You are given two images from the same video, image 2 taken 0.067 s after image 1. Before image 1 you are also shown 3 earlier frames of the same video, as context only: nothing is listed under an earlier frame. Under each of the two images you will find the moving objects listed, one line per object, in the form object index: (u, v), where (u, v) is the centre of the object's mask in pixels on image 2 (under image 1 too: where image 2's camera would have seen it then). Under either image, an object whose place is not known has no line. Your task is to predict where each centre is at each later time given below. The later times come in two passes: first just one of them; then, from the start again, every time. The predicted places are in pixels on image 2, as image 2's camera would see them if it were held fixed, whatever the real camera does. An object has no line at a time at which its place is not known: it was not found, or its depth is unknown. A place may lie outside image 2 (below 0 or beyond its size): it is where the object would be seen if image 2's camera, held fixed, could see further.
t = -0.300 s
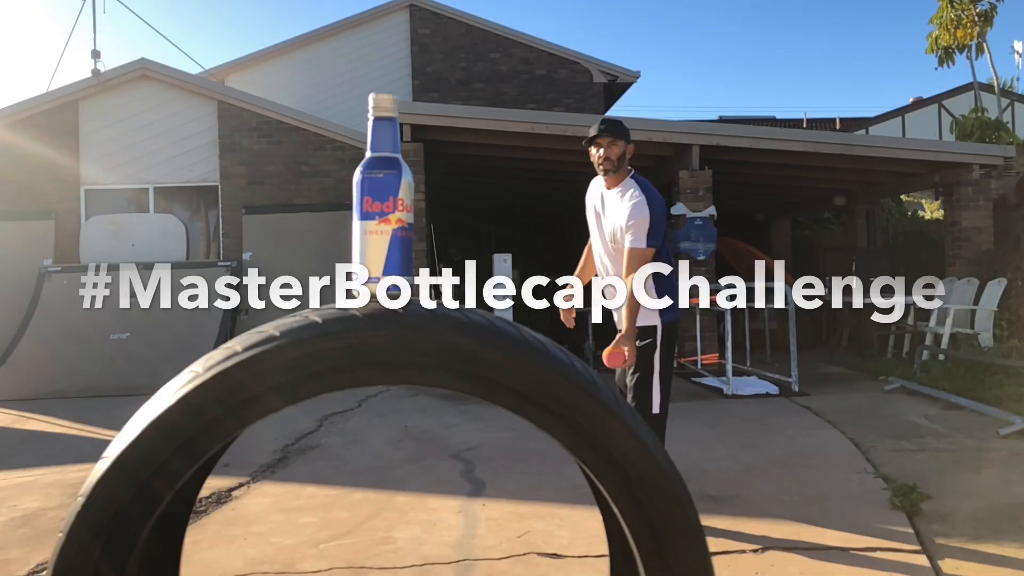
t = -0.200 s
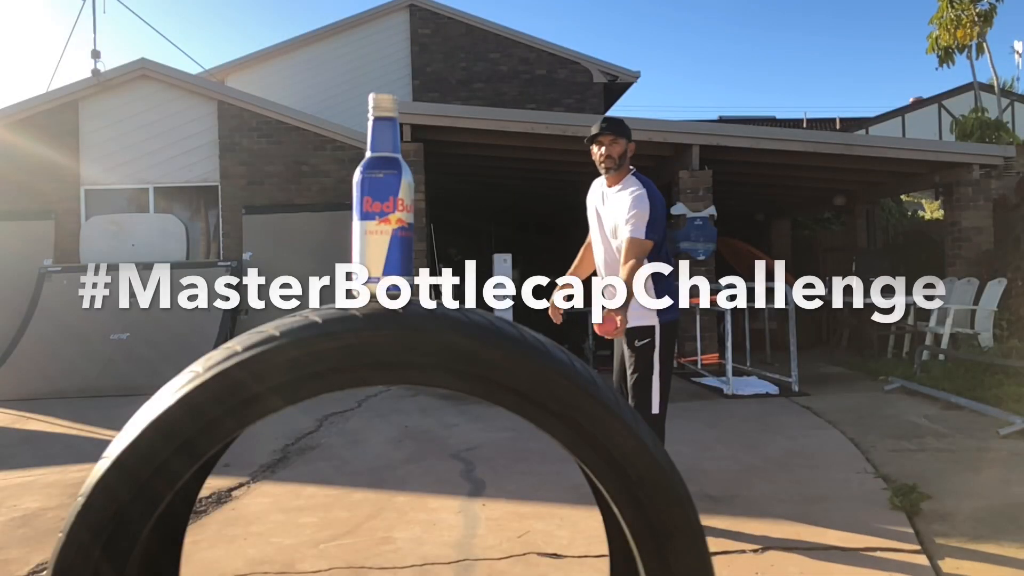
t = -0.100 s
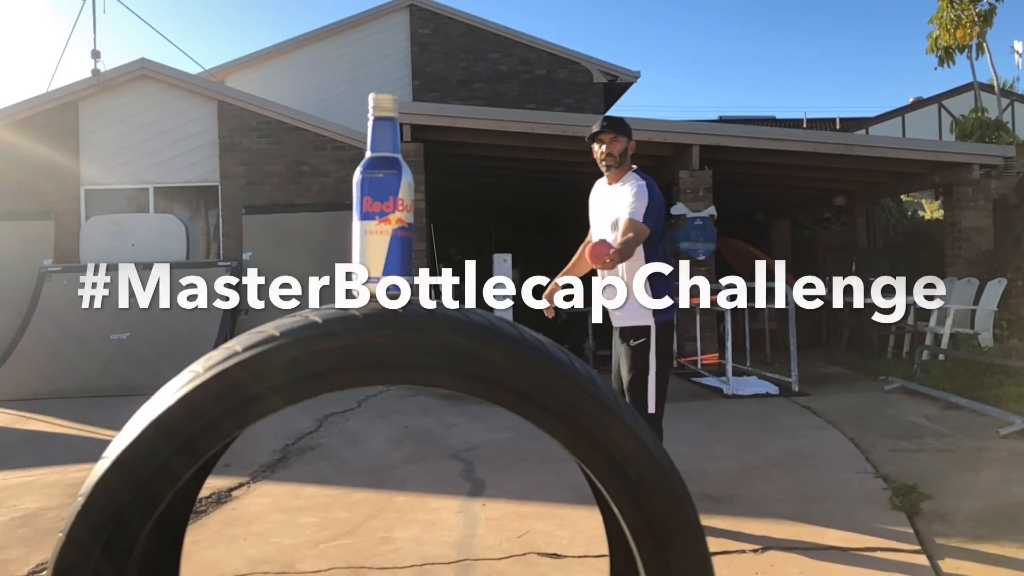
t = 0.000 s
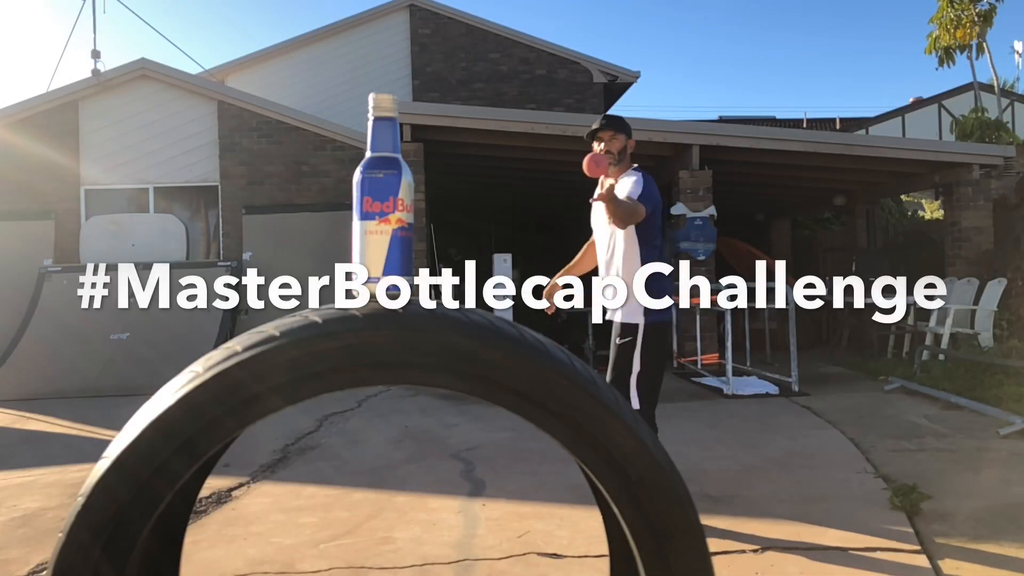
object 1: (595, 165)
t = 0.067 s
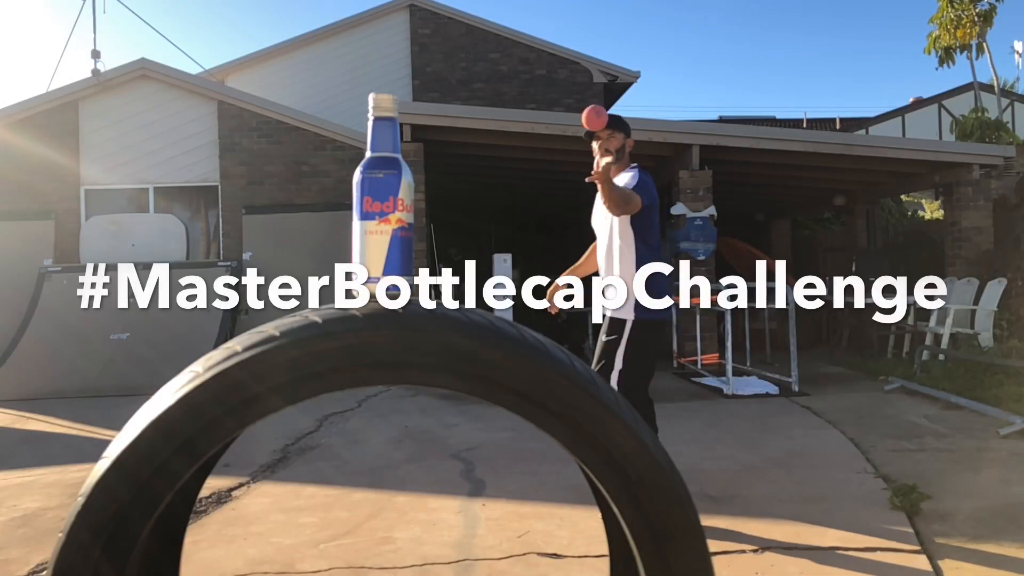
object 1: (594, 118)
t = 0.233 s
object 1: (593, 50)
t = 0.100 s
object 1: (594, 99)
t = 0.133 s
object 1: (594, 82)
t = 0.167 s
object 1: (593, 69)
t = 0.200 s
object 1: (594, 58)
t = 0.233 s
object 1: (593, 50)
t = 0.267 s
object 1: (593, 46)
